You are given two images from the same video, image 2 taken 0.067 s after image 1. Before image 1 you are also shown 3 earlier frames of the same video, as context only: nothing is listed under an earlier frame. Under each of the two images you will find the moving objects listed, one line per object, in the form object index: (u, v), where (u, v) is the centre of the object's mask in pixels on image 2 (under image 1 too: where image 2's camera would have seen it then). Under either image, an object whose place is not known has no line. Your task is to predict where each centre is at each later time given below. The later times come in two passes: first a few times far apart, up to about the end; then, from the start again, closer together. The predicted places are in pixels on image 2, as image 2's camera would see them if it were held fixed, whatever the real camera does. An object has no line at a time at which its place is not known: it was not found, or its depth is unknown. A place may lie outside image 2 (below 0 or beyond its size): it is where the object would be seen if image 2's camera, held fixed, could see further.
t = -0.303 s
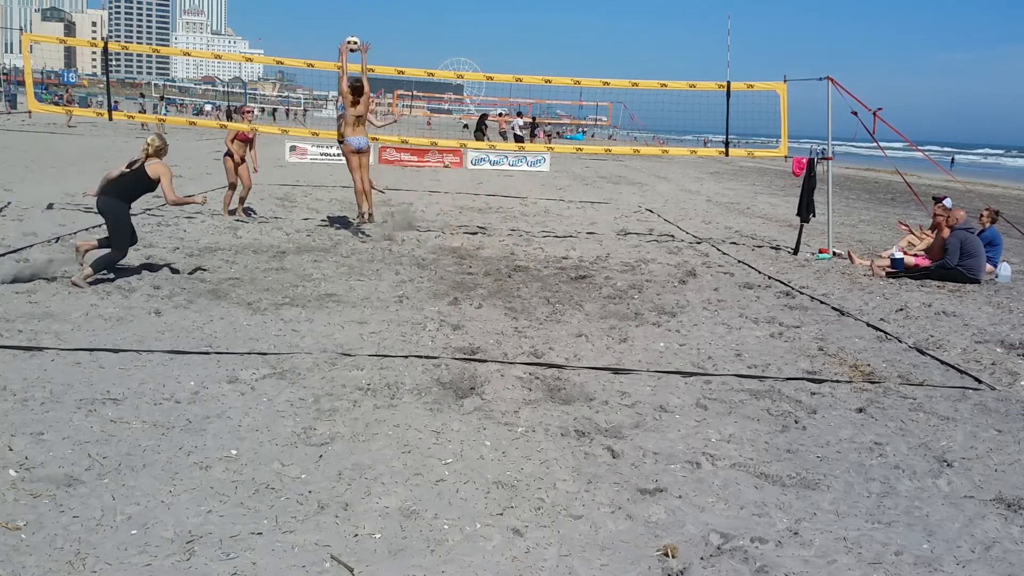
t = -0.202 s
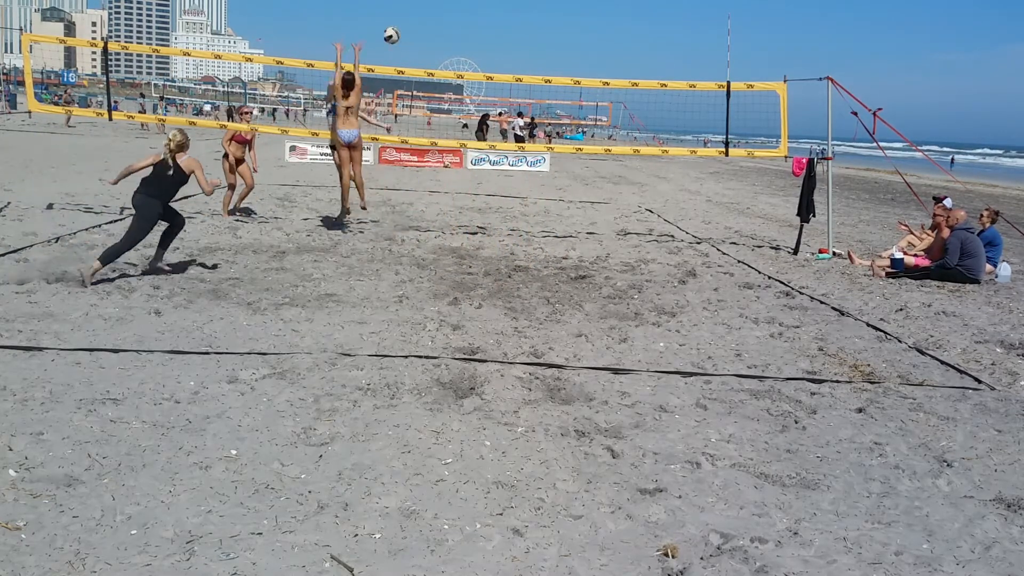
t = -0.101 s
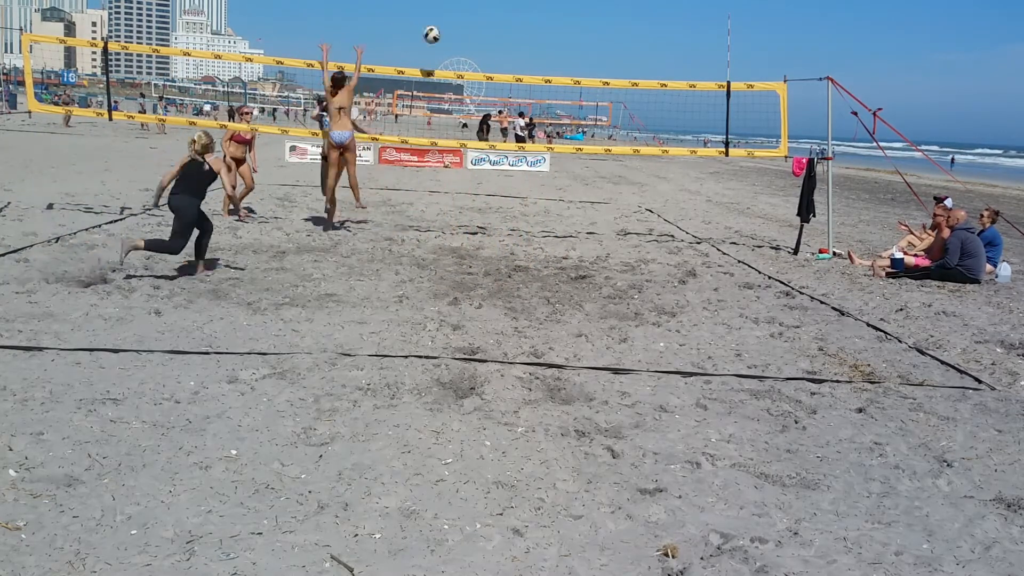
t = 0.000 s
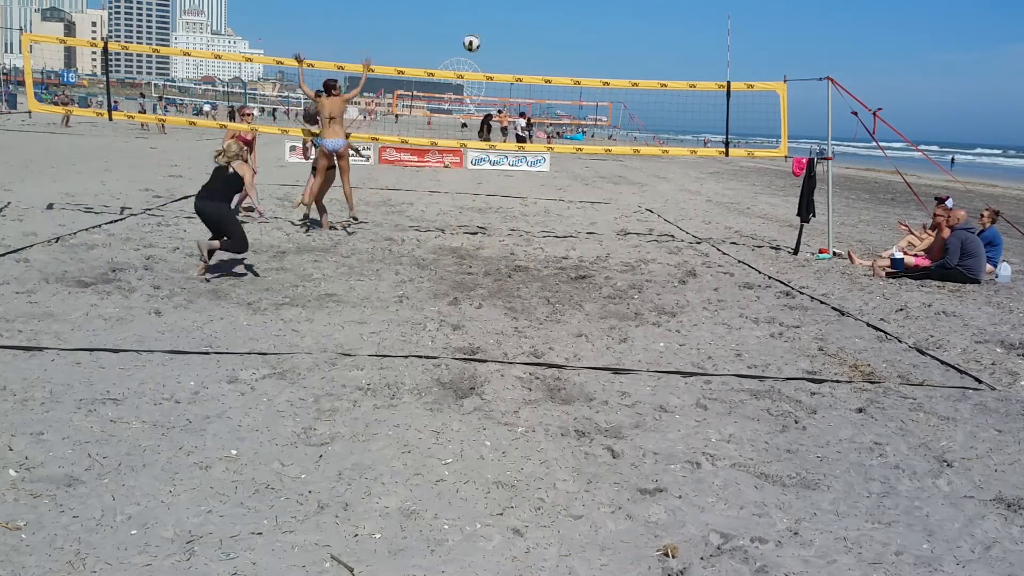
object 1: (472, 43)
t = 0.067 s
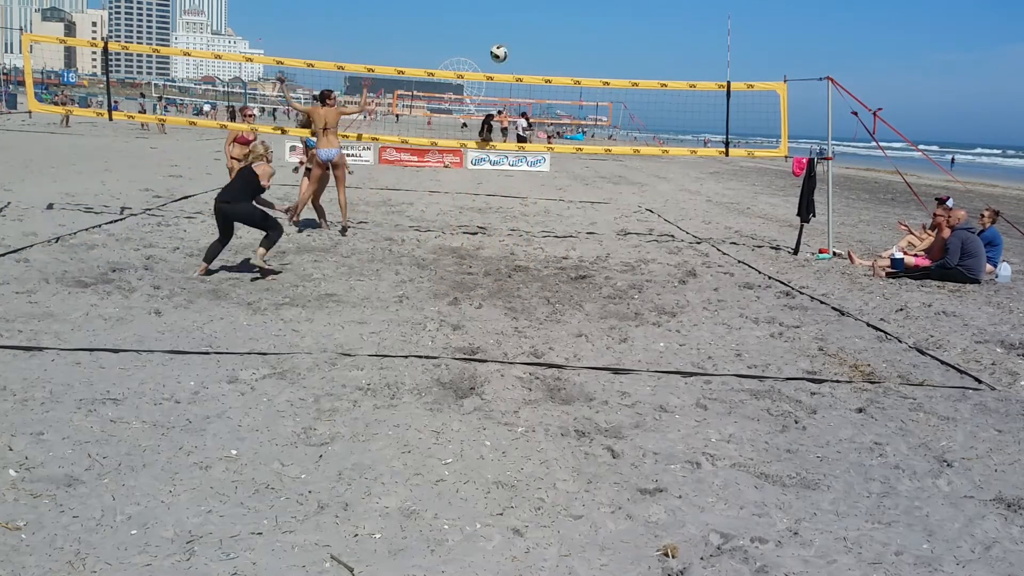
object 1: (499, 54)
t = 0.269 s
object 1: (580, 110)
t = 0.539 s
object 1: (686, 250)
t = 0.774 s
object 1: (779, 245)
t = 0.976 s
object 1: (858, 260)
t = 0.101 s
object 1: (512, 61)
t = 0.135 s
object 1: (526, 68)
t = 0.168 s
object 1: (540, 78)
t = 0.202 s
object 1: (553, 88)
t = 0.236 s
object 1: (567, 99)
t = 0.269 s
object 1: (580, 110)
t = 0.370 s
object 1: (620, 155)
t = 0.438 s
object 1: (647, 189)
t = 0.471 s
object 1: (660, 209)
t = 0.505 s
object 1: (672, 229)
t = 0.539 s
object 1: (686, 250)
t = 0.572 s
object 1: (699, 265)
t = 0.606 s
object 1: (711, 261)
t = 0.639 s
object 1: (725, 255)
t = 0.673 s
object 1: (737, 251)
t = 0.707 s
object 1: (751, 247)
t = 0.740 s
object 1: (765, 245)
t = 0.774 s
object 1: (779, 245)
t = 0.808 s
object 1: (792, 245)
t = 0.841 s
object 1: (804, 245)
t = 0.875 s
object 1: (818, 246)
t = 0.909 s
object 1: (833, 250)
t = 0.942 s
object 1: (845, 254)
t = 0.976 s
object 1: (858, 260)
